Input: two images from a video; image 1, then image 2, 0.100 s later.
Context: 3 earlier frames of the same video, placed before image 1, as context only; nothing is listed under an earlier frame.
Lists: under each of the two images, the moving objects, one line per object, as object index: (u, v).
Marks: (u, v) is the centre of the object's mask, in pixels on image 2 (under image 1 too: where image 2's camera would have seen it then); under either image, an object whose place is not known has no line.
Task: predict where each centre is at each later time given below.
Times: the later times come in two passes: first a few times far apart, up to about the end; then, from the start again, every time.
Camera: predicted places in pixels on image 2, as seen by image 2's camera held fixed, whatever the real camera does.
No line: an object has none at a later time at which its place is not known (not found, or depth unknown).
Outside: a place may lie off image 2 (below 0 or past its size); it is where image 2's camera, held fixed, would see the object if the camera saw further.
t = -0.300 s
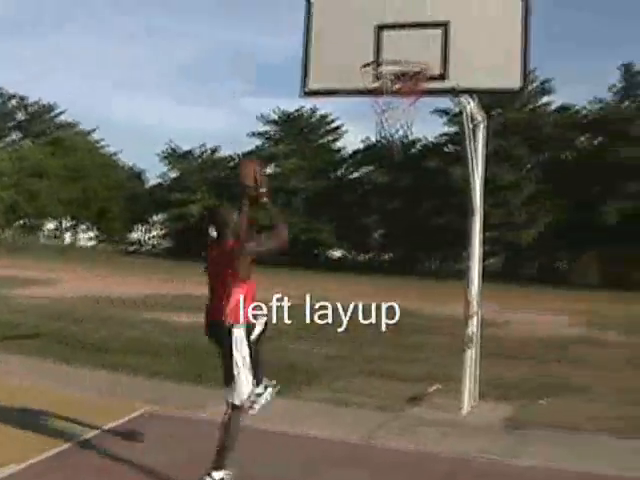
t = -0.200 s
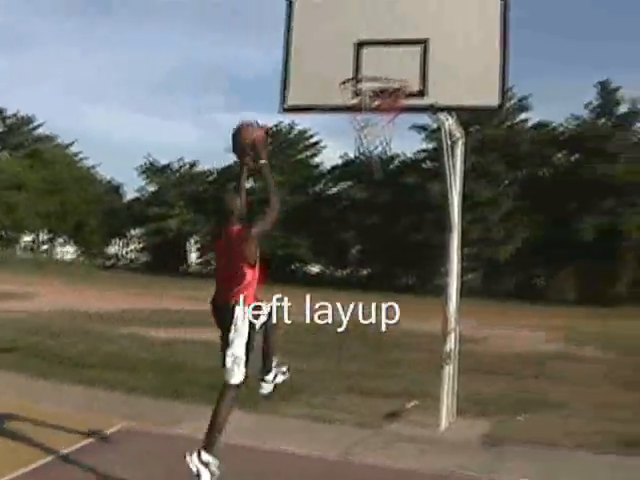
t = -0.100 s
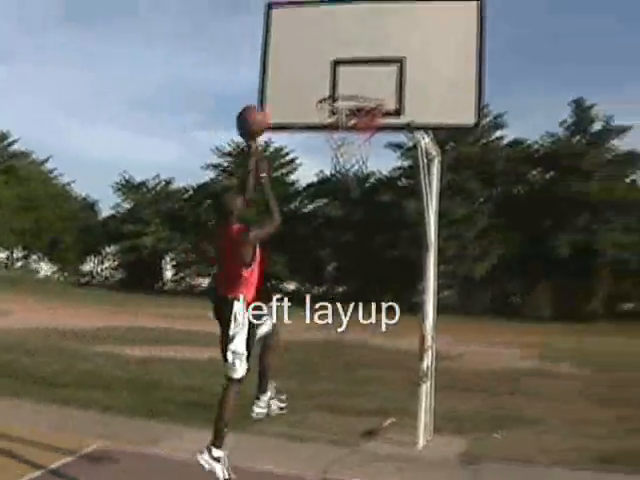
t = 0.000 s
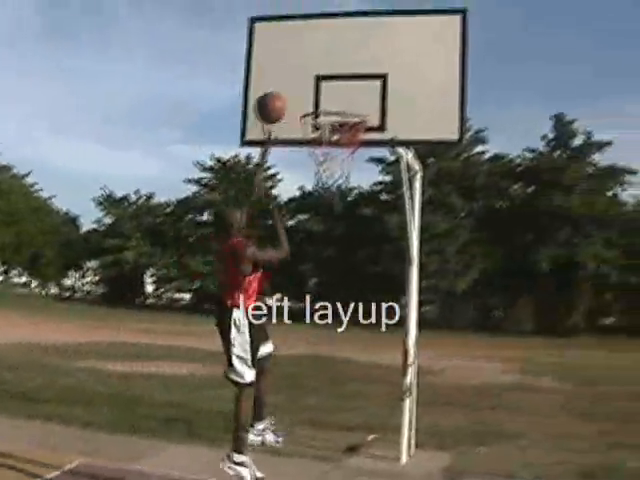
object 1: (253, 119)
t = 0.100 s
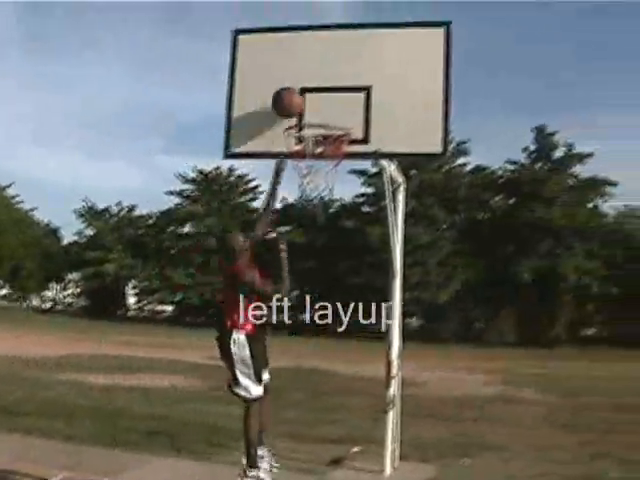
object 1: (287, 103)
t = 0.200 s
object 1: (299, 96)
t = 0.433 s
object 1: (322, 126)
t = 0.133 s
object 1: (291, 99)
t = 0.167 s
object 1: (295, 97)
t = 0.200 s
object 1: (299, 96)
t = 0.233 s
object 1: (303, 96)
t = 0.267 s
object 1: (306, 98)
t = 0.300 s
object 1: (310, 102)
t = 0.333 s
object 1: (317, 106)
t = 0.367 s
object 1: (319, 112)
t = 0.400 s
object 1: (323, 122)
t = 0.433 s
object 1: (322, 126)
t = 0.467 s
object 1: (318, 132)
